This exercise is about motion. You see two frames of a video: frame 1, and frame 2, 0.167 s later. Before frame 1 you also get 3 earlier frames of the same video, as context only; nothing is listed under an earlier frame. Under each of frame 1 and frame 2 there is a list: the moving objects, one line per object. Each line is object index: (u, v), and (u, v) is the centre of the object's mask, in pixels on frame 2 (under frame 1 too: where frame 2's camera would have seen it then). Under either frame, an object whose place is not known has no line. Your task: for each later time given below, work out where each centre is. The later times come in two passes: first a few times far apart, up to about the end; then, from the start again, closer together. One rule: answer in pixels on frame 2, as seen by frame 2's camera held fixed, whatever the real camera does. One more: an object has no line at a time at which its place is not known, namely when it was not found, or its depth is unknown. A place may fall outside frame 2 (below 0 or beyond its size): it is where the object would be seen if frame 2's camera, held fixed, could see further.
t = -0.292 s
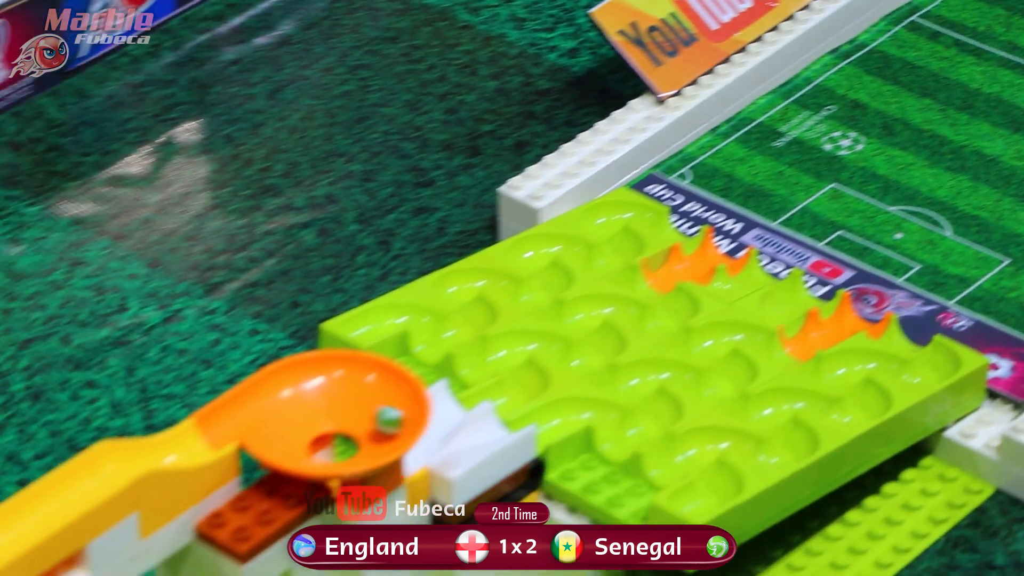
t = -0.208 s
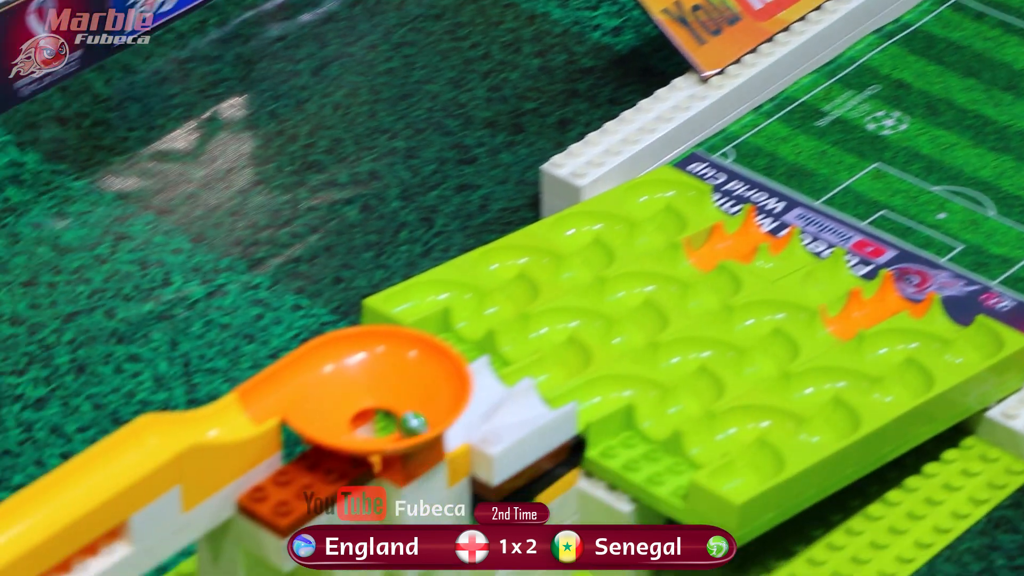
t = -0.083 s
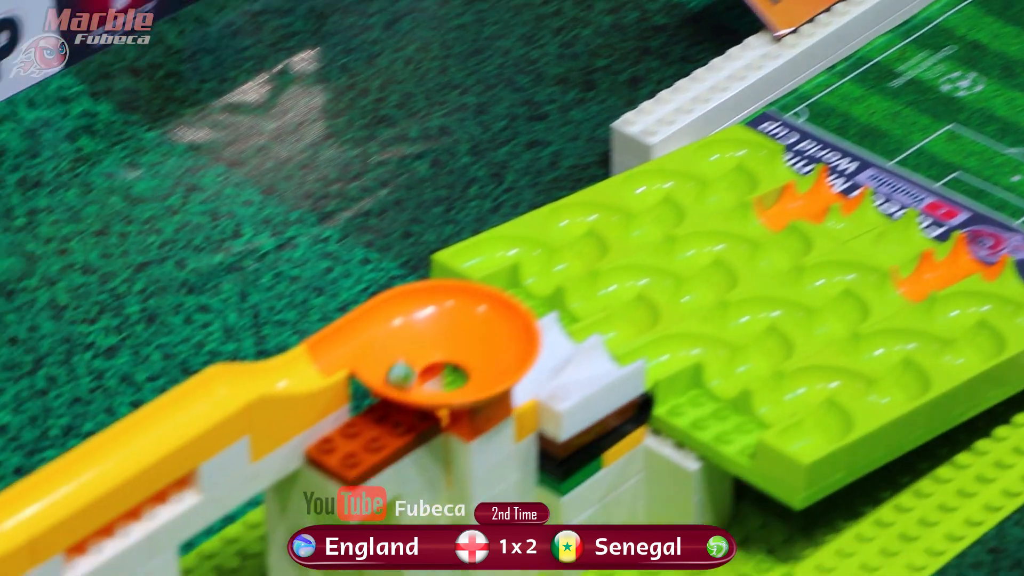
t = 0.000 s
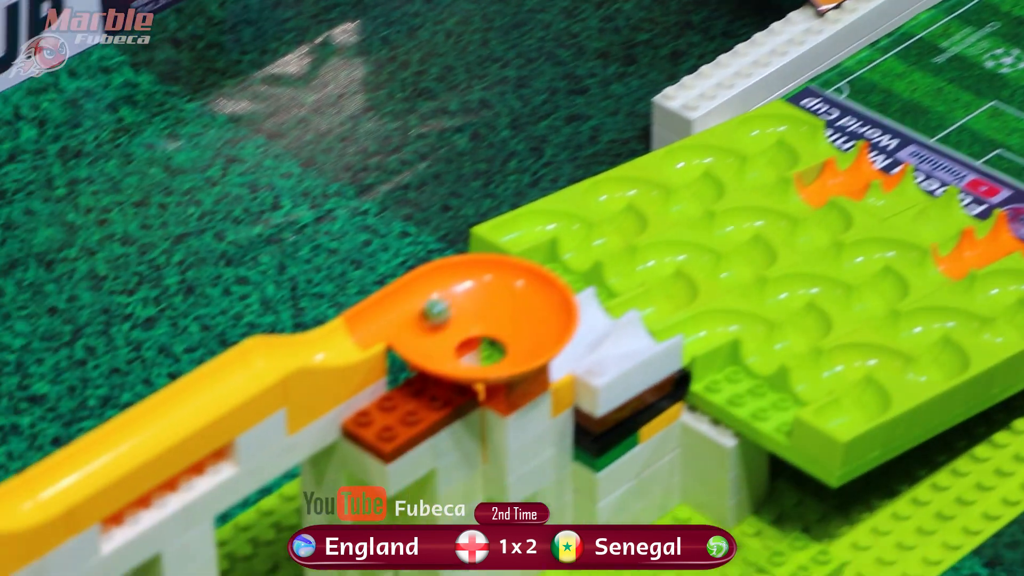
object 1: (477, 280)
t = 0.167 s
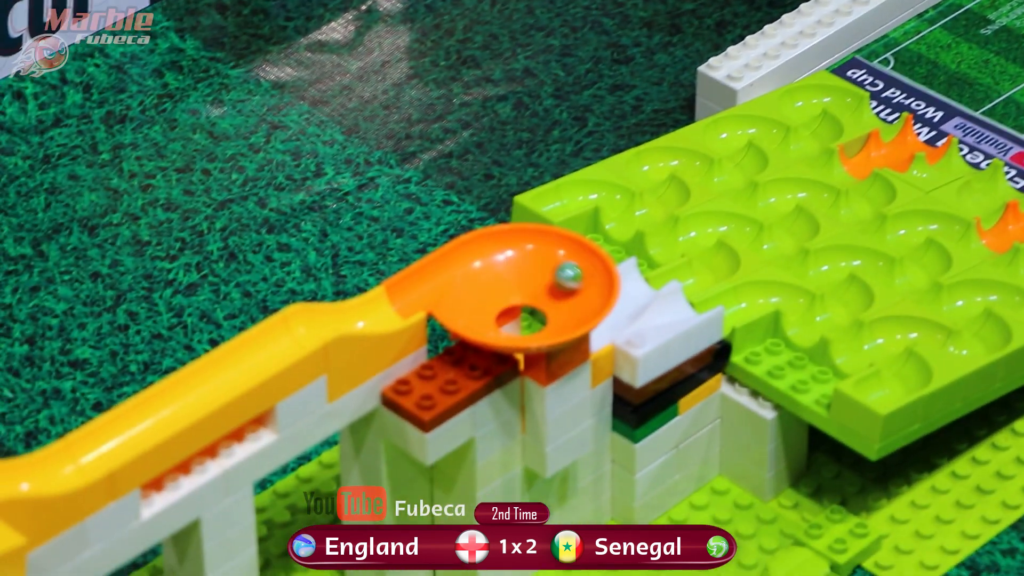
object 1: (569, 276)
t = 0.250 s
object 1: (562, 317)
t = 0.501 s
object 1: (477, 283)
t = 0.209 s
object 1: (574, 292)
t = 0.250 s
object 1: (562, 317)
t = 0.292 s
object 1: (544, 325)
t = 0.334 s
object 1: (508, 328)
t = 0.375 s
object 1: (488, 324)
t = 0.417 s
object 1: (466, 310)
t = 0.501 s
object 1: (477, 283)
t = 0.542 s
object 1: (496, 275)
